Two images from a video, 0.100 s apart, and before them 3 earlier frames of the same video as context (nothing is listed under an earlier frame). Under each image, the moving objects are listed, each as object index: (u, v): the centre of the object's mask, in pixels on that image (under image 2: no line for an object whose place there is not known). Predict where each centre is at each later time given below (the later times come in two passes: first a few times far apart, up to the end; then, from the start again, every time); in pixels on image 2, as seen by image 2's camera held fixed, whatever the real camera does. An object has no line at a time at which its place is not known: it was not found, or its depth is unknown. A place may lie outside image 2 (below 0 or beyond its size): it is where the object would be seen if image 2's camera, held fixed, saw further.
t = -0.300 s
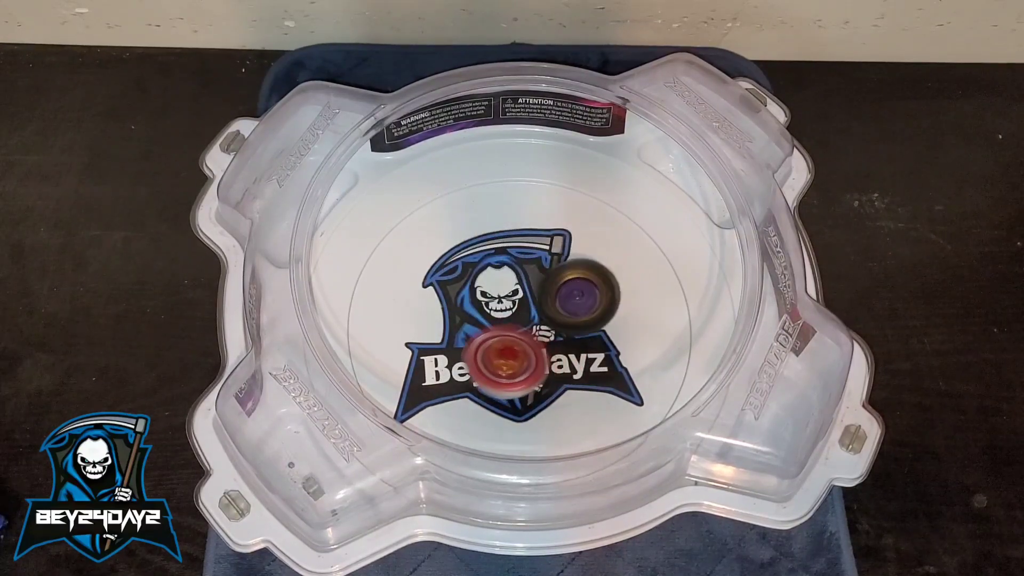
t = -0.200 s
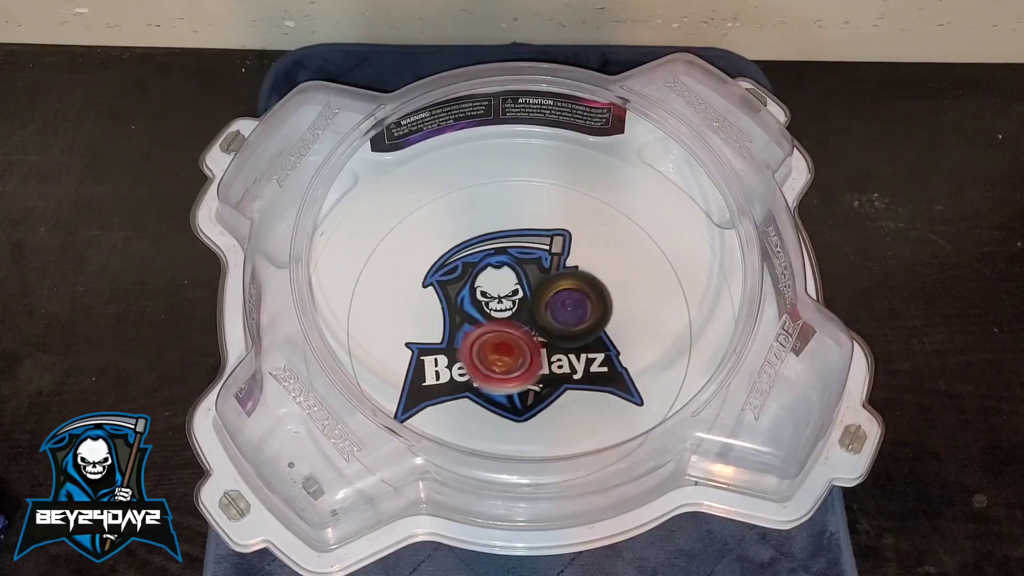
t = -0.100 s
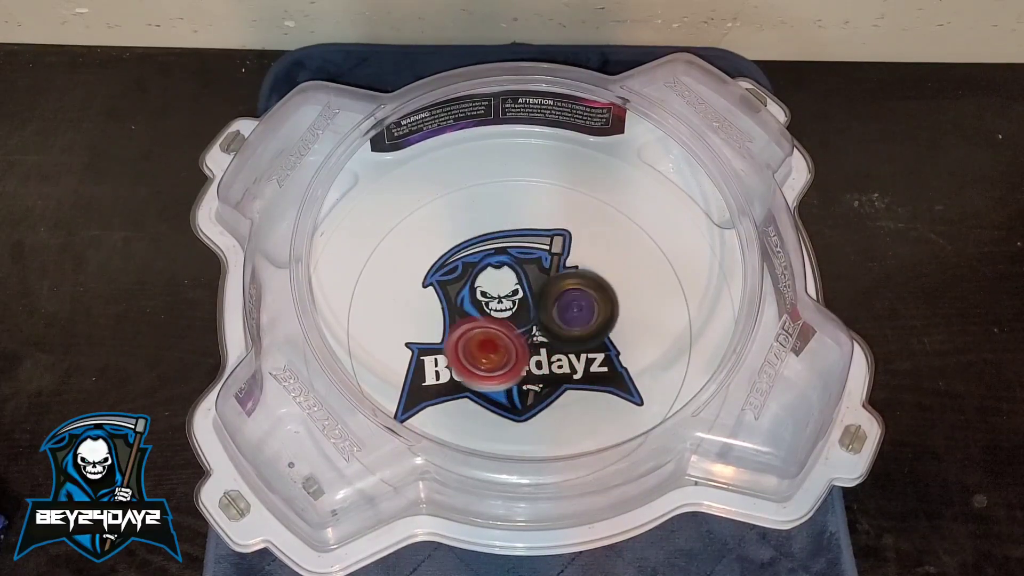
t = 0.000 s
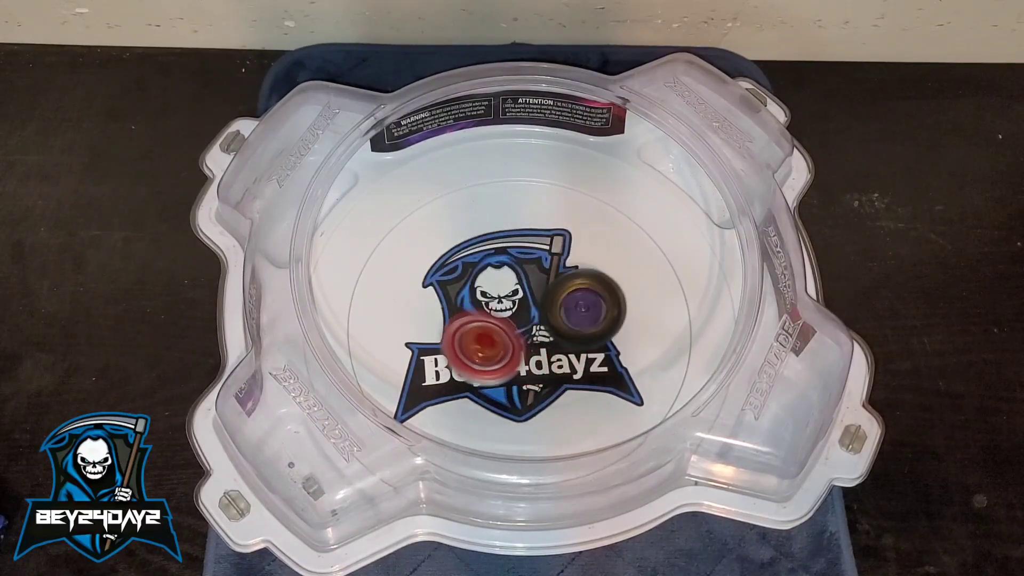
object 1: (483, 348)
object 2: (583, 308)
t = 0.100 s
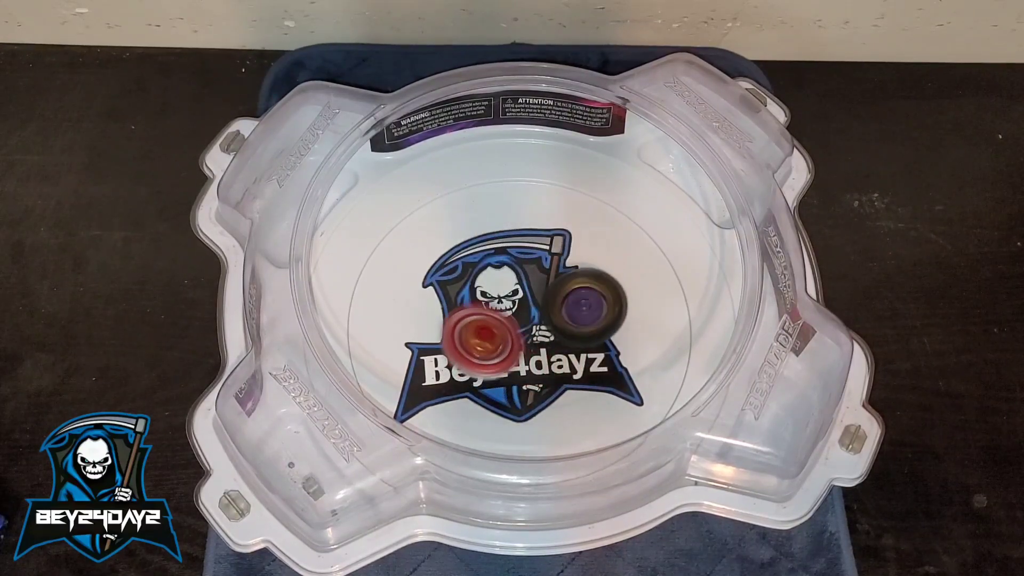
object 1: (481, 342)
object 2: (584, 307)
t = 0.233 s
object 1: (483, 333)
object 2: (579, 307)
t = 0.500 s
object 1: (479, 316)
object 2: (564, 312)
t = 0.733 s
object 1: (488, 303)
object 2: (579, 328)
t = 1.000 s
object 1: (511, 300)
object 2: (575, 346)
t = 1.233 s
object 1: (531, 298)
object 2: (550, 369)
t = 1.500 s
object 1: (549, 307)
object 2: (511, 375)
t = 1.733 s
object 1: (559, 318)
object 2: (479, 346)
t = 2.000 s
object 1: (558, 335)
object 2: (478, 293)
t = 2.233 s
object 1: (550, 351)
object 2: (499, 241)
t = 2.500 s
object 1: (531, 352)
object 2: (531, 266)
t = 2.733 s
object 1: (505, 358)
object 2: (572, 292)
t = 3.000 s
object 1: (484, 340)
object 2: (573, 331)
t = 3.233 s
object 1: (480, 323)
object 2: (560, 348)
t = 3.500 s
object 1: (495, 305)
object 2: (538, 372)
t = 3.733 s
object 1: (527, 311)
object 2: (534, 384)
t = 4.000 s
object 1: (572, 324)
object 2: (491, 367)
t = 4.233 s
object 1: (577, 340)
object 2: (491, 315)
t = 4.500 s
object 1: (564, 359)
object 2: (533, 267)
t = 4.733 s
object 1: (535, 361)
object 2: (552, 278)
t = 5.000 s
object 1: (470, 336)
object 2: (573, 308)
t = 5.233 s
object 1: (457, 322)
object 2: (560, 317)
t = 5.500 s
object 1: (462, 295)
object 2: (532, 338)
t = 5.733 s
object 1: (512, 281)
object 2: (563, 329)
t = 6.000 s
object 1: (566, 262)
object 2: (559, 338)
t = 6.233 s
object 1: (576, 277)
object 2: (527, 337)
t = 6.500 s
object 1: (568, 344)
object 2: (476, 358)
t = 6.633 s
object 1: (554, 386)
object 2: (475, 356)
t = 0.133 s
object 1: (481, 340)
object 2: (582, 308)
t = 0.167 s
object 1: (482, 337)
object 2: (580, 307)
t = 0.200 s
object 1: (482, 335)
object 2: (579, 307)
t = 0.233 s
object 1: (483, 333)
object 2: (579, 307)
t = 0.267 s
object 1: (484, 331)
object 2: (573, 309)
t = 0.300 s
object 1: (484, 329)
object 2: (568, 308)
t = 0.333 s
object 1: (484, 327)
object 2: (565, 309)
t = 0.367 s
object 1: (482, 324)
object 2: (564, 311)
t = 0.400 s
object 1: (479, 322)
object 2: (566, 312)
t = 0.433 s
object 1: (478, 320)
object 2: (565, 311)
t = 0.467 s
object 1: (478, 318)
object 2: (565, 312)
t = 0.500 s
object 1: (479, 316)
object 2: (564, 312)
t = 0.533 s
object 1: (480, 315)
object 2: (563, 313)
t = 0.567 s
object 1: (481, 313)
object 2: (564, 315)
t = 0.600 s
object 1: (482, 311)
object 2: (568, 318)
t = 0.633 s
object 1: (482, 308)
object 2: (569, 322)
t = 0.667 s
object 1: (484, 306)
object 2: (573, 324)
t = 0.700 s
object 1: (486, 305)
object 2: (576, 325)
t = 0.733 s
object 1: (488, 303)
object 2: (579, 328)
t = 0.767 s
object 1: (491, 302)
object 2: (582, 331)
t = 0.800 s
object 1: (494, 302)
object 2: (583, 334)
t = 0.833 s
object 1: (497, 301)
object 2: (583, 336)
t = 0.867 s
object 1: (500, 301)
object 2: (583, 338)
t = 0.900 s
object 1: (503, 301)
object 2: (582, 341)
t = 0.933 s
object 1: (505, 301)
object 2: (580, 343)
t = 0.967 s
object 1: (509, 300)
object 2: (578, 344)
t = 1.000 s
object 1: (511, 300)
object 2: (575, 346)
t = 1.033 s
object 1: (512, 298)
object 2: (572, 351)
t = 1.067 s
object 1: (515, 297)
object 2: (572, 354)
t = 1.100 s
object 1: (519, 298)
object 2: (569, 358)
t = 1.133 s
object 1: (522, 298)
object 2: (566, 361)
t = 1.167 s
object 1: (526, 298)
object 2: (563, 362)
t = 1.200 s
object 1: (528, 298)
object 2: (558, 365)
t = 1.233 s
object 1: (531, 298)
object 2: (550, 369)
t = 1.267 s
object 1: (534, 299)
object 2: (546, 369)
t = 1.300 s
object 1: (537, 299)
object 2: (541, 372)
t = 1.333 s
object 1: (539, 300)
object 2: (535, 376)
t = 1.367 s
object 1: (542, 300)
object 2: (531, 377)
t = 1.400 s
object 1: (545, 302)
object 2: (527, 378)
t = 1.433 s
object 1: (546, 304)
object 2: (522, 378)
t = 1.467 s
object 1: (548, 306)
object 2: (514, 377)
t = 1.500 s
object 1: (549, 307)
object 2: (511, 375)
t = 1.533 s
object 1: (551, 309)
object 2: (508, 372)
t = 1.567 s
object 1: (552, 310)
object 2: (505, 369)
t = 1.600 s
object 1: (554, 312)
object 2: (498, 364)
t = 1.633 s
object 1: (556, 313)
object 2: (490, 360)
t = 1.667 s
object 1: (558, 314)
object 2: (485, 355)
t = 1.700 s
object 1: (559, 317)
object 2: (483, 351)
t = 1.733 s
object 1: (559, 318)
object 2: (479, 346)
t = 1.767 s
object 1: (559, 321)
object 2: (478, 340)
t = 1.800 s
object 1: (559, 323)
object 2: (475, 334)
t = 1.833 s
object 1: (561, 324)
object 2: (471, 328)
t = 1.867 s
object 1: (561, 326)
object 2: (471, 322)
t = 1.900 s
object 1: (561, 328)
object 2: (471, 316)
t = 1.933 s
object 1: (560, 331)
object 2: (472, 308)
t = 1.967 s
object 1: (558, 333)
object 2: (476, 302)
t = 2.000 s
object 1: (558, 335)
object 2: (478, 293)
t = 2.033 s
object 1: (557, 338)
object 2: (482, 286)
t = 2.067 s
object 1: (558, 342)
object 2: (483, 273)
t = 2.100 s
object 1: (557, 345)
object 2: (484, 261)
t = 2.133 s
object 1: (556, 346)
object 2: (488, 255)
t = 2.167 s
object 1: (554, 348)
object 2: (491, 247)
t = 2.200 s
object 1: (553, 349)
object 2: (496, 245)
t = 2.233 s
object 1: (550, 351)
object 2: (499, 241)
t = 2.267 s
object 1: (547, 351)
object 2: (504, 242)
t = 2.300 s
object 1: (545, 352)
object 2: (507, 241)
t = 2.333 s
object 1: (544, 353)
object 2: (511, 243)
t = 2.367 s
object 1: (541, 353)
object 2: (512, 244)
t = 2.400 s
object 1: (539, 354)
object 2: (515, 247)
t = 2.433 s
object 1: (536, 354)
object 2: (521, 250)
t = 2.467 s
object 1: (534, 352)
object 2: (523, 257)
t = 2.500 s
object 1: (531, 352)
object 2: (531, 266)
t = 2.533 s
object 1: (528, 354)
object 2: (537, 270)
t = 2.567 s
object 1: (523, 358)
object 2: (548, 276)
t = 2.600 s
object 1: (517, 360)
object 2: (554, 280)
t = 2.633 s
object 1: (513, 361)
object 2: (560, 283)
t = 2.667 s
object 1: (510, 360)
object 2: (564, 285)
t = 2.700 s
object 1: (508, 359)
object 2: (569, 289)
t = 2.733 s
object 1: (505, 358)
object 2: (572, 292)
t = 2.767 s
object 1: (502, 357)
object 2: (574, 295)
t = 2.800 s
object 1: (500, 354)
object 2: (574, 299)
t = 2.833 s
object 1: (498, 352)
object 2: (575, 304)
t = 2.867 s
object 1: (496, 350)
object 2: (574, 309)
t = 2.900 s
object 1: (494, 349)
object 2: (576, 313)
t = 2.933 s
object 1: (491, 347)
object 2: (575, 320)
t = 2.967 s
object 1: (486, 343)
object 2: (574, 328)
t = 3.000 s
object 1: (484, 340)
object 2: (573, 331)
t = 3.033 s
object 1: (482, 338)
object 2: (571, 336)
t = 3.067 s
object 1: (481, 335)
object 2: (569, 340)
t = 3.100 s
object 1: (480, 332)
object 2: (568, 342)
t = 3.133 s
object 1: (480, 330)
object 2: (566, 344)
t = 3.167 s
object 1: (480, 328)
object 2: (566, 345)
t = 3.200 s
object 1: (480, 326)
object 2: (564, 347)
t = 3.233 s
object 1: (480, 323)
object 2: (560, 348)
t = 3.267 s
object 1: (480, 321)
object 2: (556, 348)
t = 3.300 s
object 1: (481, 319)
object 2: (553, 348)
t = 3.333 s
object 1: (481, 316)
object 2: (550, 351)
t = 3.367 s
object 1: (482, 312)
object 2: (546, 353)
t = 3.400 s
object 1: (485, 310)
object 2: (543, 357)
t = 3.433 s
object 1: (487, 308)
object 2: (539, 361)
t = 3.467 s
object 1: (490, 306)
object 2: (538, 365)
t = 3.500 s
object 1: (495, 305)
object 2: (538, 372)
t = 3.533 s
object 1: (499, 305)
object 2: (540, 377)
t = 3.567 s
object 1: (503, 305)
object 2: (539, 381)
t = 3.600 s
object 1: (508, 306)
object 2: (537, 383)
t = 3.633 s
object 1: (512, 307)
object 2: (535, 385)
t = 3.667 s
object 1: (518, 309)
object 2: (535, 386)
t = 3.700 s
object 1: (521, 309)
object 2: (535, 386)
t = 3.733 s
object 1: (527, 311)
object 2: (534, 384)
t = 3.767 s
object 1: (532, 312)
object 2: (533, 382)
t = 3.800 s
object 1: (539, 312)
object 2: (526, 381)
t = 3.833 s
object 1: (548, 315)
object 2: (522, 379)
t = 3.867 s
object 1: (557, 316)
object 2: (515, 380)
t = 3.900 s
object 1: (563, 318)
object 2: (509, 377)
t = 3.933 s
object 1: (567, 320)
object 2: (503, 374)
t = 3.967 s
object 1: (570, 322)
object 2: (495, 371)
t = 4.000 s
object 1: (572, 324)
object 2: (491, 367)
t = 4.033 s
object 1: (574, 327)
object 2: (488, 360)
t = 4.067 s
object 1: (576, 329)
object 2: (484, 352)
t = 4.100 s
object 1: (577, 331)
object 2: (484, 347)
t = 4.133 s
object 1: (577, 333)
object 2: (485, 337)
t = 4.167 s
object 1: (578, 335)
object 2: (484, 327)
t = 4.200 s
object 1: (578, 337)
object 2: (487, 321)
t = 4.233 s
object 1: (577, 340)
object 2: (491, 315)
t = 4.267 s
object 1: (577, 342)
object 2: (494, 304)
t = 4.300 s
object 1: (576, 344)
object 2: (501, 298)
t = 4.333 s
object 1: (574, 346)
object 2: (504, 297)
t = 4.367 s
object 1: (573, 349)
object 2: (509, 285)
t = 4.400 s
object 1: (570, 351)
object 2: (517, 281)
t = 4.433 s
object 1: (568, 354)
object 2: (523, 279)
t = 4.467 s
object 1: (566, 357)
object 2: (527, 270)
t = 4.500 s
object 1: (564, 359)
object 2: (533, 267)
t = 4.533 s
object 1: (560, 360)
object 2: (539, 268)
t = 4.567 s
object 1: (557, 360)
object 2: (541, 267)
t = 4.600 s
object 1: (553, 361)
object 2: (544, 262)
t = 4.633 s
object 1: (549, 361)
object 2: (551, 260)
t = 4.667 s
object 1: (544, 361)
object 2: (556, 265)
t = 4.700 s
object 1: (540, 360)
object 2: (556, 273)
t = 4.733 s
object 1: (535, 361)
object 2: (552, 278)
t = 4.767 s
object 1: (527, 360)
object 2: (557, 278)
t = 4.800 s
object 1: (518, 358)
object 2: (562, 282)
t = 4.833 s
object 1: (511, 356)
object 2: (562, 289)
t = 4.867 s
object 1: (501, 353)
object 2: (563, 294)
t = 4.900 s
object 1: (491, 348)
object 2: (571, 297)
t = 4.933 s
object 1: (481, 344)
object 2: (571, 305)
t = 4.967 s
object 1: (475, 341)
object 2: (570, 308)
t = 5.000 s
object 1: (470, 336)
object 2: (573, 308)
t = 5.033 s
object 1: (465, 334)
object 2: (575, 310)
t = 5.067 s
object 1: (462, 331)
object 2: (579, 312)
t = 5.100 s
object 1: (459, 328)
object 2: (579, 313)
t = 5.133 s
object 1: (458, 327)
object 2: (577, 314)
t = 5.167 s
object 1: (456, 325)
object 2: (573, 315)
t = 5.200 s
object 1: (456, 324)
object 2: (568, 316)
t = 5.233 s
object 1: (457, 322)
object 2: (560, 317)
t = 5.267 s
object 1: (457, 321)
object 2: (552, 317)
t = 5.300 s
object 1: (458, 319)
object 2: (543, 316)
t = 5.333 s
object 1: (459, 317)
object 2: (536, 316)
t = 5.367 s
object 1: (459, 314)
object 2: (535, 316)
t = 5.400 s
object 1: (458, 311)
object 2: (530, 318)
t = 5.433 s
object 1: (457, 304)
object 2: (533, 326)
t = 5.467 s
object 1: (459, 298)
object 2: (533, 336)
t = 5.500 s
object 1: (462, 295)
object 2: (532, 338)
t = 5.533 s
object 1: (466, 293)
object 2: (537, 336)
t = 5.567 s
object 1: (471, 291)
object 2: (545, 334)
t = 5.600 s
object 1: (478, 290)
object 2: (552, 334)
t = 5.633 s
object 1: (486, 288)
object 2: (557, 334)
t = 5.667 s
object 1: (495, 286)
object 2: (560, 332)
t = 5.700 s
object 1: (504, 283)
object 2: (563, 331)
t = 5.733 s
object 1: (512, 281)
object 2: (563, 329)
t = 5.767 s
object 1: (522, 273)
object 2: (562, 329)
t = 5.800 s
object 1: (531, 268)
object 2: (560, 329)
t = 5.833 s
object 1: (540, 263)
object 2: (559, 334)
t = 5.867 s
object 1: (549, 261)
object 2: (554, 338)
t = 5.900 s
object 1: (554, 260)
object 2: (552, 338)
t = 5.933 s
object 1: (558, 260)
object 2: (554, 338)
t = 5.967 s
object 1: (563, 261)
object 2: (557, 338)
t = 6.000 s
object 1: (566, 262)
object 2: (559, 338)
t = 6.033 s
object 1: (569, 263)
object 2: (558, 338)
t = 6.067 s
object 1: (571, 264)
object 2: (555, 338)
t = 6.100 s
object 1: (573, 266)
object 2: (552, 339)
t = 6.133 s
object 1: (576, 268)
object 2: (546, 339)
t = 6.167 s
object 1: (575, 270)
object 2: (540, 339)
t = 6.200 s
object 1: (575, 274)
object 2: (533, 338)
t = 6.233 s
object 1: (576, 277)
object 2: (527, 337)
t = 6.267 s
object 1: (577, 281)
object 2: (516, 339)
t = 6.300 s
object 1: (577, 286)
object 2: (508, 341)
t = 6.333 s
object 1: (577, 293)
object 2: (499, 344)
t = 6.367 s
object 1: (576, 302)
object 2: (492, 346)
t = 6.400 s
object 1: (574, 311)
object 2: (488, 349)
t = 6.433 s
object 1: (572, 321)
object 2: (484, 352)
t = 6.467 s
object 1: (571, 332)
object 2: (479, 355)
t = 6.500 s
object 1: (568, 344)
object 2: (476, 358)
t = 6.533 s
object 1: (564, 355)
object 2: (476, 358)
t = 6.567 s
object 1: (560, 366)
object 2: (477, 358)
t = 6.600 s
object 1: (557, 374)
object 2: (478, 357)
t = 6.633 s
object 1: (554, 386)
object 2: (475, 356)
